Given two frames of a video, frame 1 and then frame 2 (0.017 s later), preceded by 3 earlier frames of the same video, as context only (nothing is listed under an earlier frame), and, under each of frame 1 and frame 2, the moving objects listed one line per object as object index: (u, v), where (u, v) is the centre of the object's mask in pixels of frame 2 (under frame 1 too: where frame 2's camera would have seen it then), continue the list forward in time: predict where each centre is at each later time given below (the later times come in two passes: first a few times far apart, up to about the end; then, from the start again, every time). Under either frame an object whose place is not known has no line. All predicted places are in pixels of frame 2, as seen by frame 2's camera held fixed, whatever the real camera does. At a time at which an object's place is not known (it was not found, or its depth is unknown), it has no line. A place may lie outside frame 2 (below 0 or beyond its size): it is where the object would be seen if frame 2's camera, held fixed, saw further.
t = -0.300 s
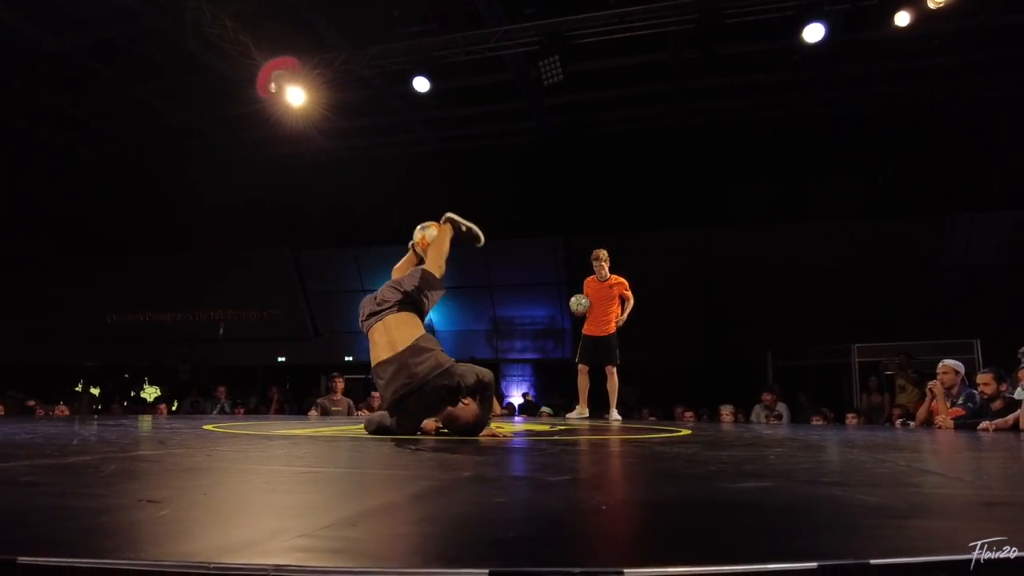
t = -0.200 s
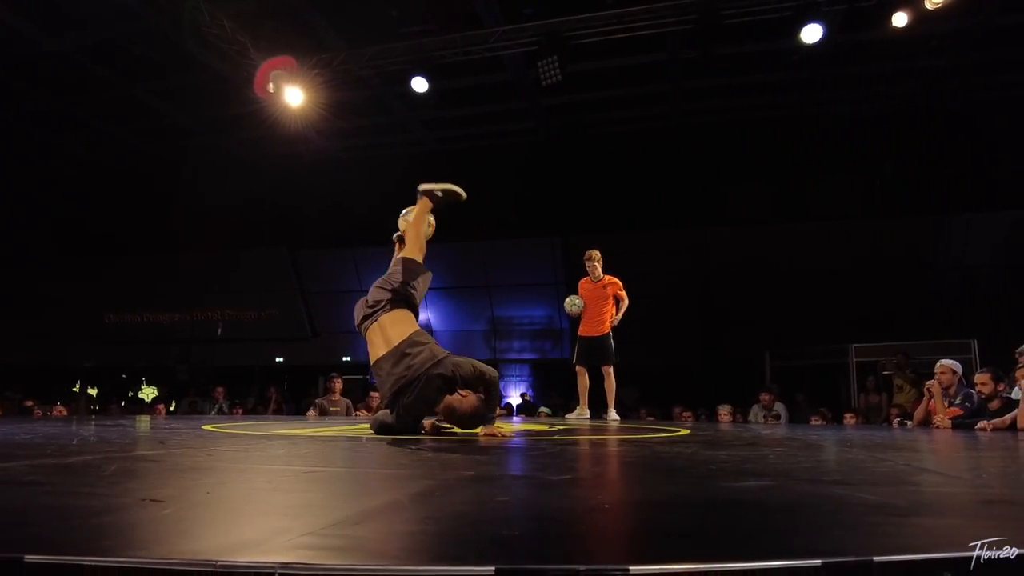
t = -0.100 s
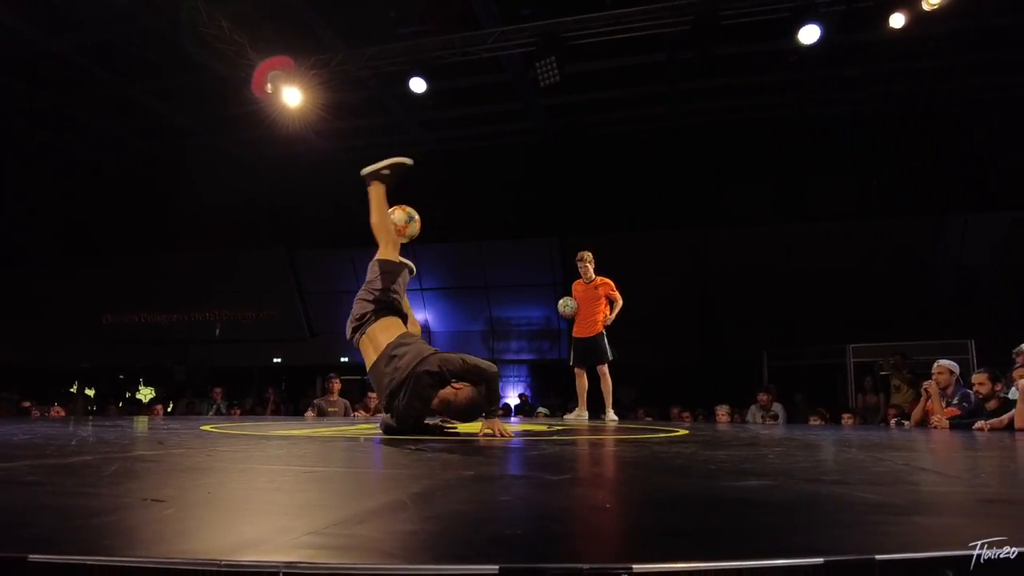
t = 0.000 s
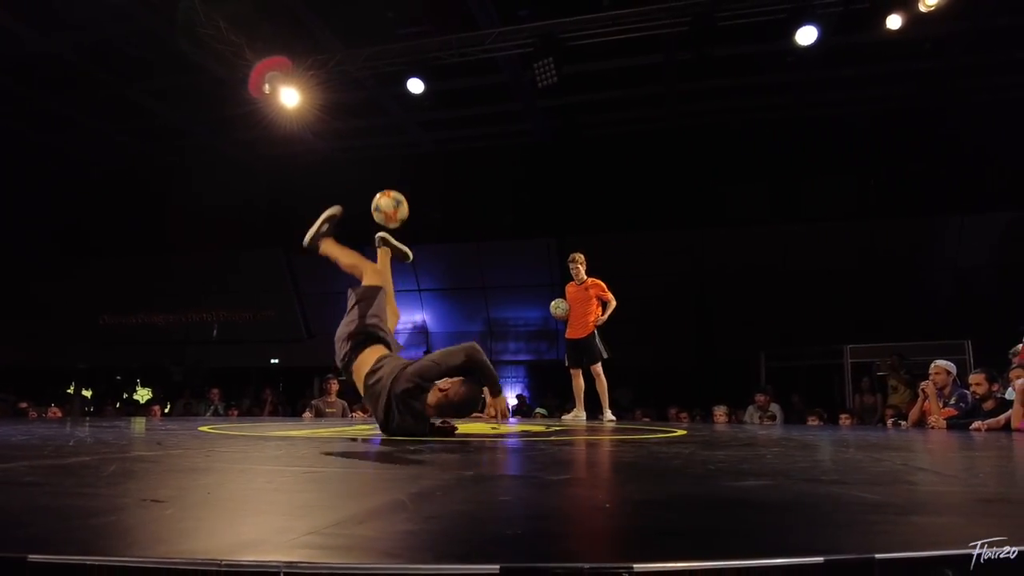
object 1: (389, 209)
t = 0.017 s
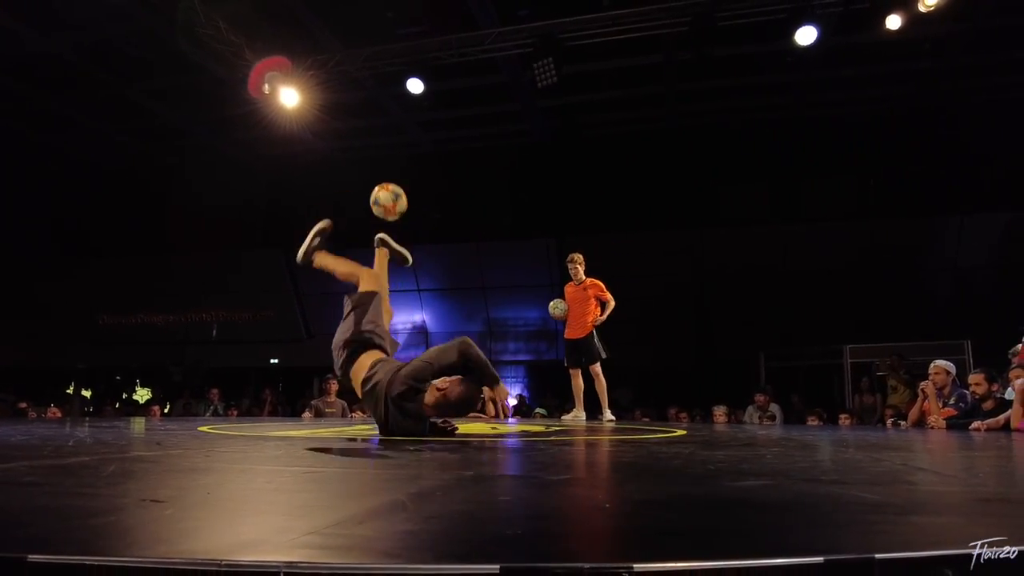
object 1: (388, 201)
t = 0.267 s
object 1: (373, 151)
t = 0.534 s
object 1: (356, 199)
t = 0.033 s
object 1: (387, 195)
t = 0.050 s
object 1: (386, 189)
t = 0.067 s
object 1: (385, 183)
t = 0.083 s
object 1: (384, 178)
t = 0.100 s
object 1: (383, 173)
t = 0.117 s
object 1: (383, 169)
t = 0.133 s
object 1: (382, 165)
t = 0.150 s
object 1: (381, 162)
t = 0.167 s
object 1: (380, 159)
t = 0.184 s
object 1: (379, 157)
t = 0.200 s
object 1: (377, 155)
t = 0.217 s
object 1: (377, 153)
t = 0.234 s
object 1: (375, 152)
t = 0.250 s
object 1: (374, 151)
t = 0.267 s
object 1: (373, 151)
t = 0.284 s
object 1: (372, 151)
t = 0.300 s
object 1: (371, 151)
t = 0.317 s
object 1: (370, 152)
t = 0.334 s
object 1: (369, 153)
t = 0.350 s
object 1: (368, 155)
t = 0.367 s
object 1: (367, 157)
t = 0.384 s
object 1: (366, 159)
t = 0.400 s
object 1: (365, 162)
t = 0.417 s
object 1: (364, 165)
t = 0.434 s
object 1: (363, 169)
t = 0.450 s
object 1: (362, 173)
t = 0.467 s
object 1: (361, 178)
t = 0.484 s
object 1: (360, 182)
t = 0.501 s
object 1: (359, 188)
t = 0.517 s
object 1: (357, 193)
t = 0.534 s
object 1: (356, 199)
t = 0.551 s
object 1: (355, 205)
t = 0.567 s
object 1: (354, 212)
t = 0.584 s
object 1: (353, 219)
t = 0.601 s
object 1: (352, 227)
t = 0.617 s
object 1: (350, 235)
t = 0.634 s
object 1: (349, 243)
